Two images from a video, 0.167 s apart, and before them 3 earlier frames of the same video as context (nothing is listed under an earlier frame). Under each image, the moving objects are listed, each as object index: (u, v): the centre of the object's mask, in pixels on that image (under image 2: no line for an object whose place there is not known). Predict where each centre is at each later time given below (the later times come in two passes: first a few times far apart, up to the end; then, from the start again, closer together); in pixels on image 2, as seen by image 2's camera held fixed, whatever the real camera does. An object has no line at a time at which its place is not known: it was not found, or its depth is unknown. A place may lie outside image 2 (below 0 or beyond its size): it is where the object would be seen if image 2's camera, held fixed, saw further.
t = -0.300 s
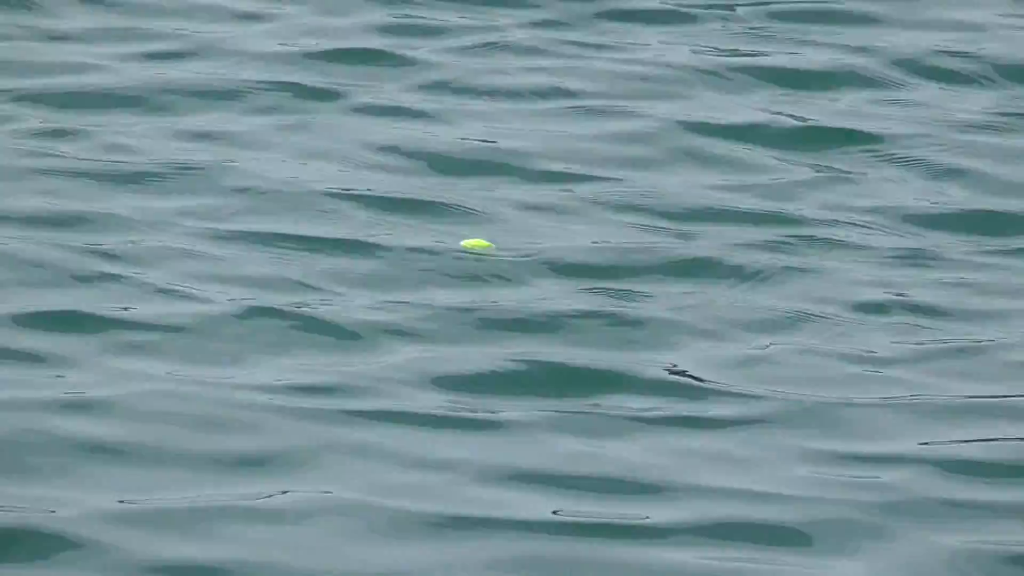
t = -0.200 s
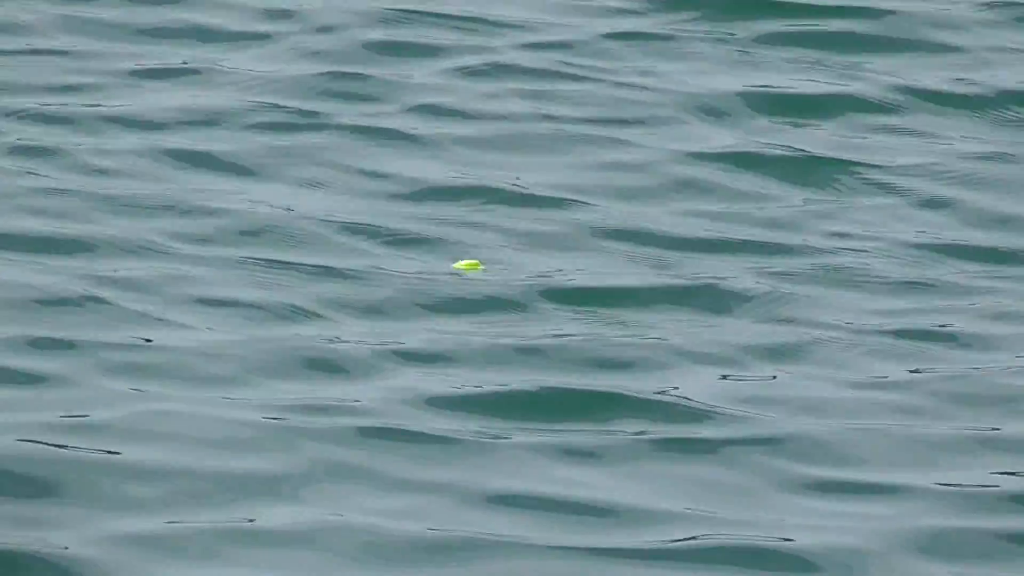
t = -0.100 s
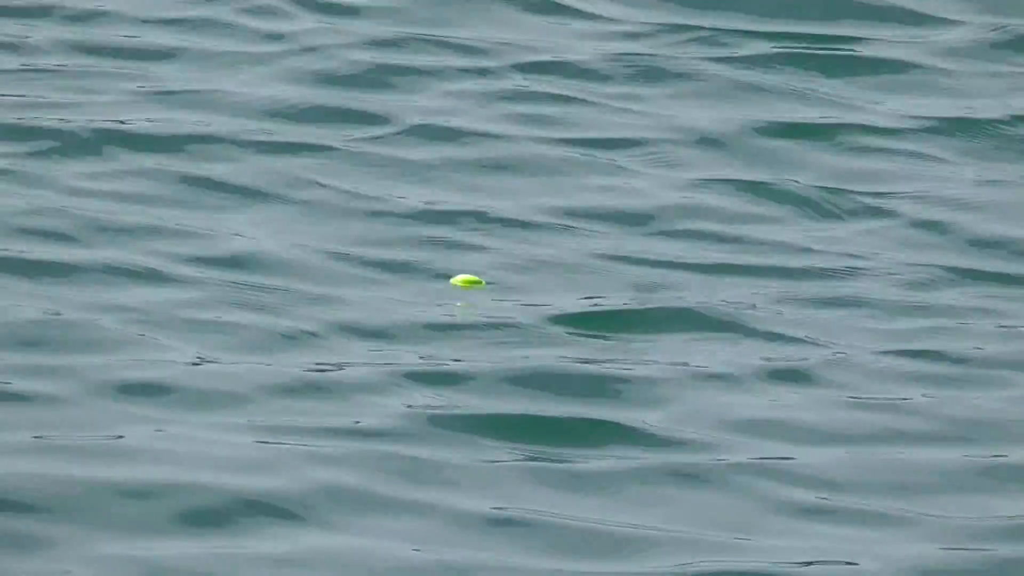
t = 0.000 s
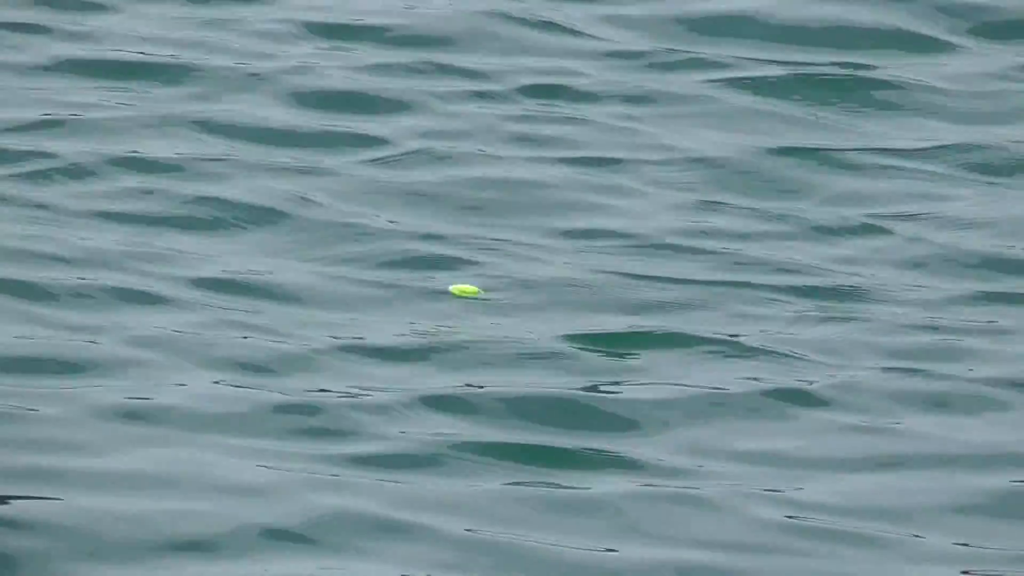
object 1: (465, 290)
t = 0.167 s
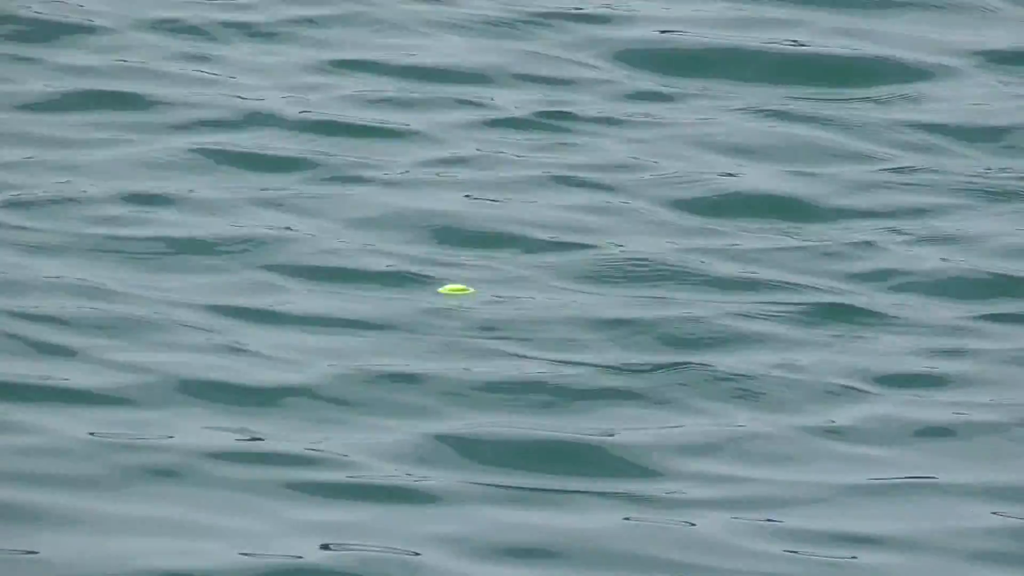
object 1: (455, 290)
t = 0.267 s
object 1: (459, 276)
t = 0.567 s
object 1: (470, 256)
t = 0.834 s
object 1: (471, 244)
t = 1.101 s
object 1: (473, 221)
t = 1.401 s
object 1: (481, 198)
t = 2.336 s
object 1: (448, 142)
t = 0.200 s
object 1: (456, 283)
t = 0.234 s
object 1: (455, 277)
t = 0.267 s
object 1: (459, 276)
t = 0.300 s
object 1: (461, 271)
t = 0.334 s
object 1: (459, 269)
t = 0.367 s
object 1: (459, 266)
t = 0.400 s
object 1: (457, 262)
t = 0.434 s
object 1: (458, 258)
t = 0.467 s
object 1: (466, 261)
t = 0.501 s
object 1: (471, 261)
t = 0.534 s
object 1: (471, 258)
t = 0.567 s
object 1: (470, 256)
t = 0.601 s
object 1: (469, 254)
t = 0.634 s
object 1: (470, 253)
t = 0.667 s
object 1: (473, 256)
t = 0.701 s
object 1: (473, 256)
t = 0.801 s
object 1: (471, 248)
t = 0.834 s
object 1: (471, 244)
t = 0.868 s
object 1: (473, 240)
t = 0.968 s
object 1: (469, 234)
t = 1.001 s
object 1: (471, 233)
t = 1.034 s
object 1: (472, 230)
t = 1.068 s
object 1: (472, 226)
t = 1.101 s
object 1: (473, 221)
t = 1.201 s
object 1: (477, 214)
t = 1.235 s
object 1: (479, 216)
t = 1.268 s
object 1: (478, 211)
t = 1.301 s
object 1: (477, 207)
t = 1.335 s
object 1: (481, 204)
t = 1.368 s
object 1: (479, 201)
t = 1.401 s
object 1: (481, 198)
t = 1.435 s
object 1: (482, 195)
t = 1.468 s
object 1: (481, 193)
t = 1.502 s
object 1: (484, 191)
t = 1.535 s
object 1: (484, 188)
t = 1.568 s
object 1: (484, 186)
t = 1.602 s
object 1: (484, 182)
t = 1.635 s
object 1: (484, 179)
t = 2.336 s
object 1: (448, 142)
